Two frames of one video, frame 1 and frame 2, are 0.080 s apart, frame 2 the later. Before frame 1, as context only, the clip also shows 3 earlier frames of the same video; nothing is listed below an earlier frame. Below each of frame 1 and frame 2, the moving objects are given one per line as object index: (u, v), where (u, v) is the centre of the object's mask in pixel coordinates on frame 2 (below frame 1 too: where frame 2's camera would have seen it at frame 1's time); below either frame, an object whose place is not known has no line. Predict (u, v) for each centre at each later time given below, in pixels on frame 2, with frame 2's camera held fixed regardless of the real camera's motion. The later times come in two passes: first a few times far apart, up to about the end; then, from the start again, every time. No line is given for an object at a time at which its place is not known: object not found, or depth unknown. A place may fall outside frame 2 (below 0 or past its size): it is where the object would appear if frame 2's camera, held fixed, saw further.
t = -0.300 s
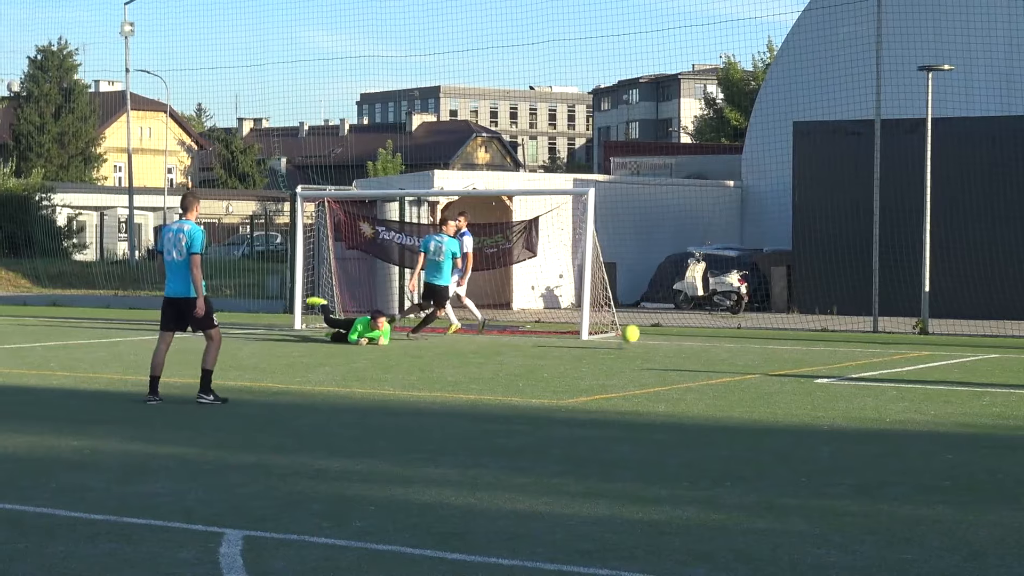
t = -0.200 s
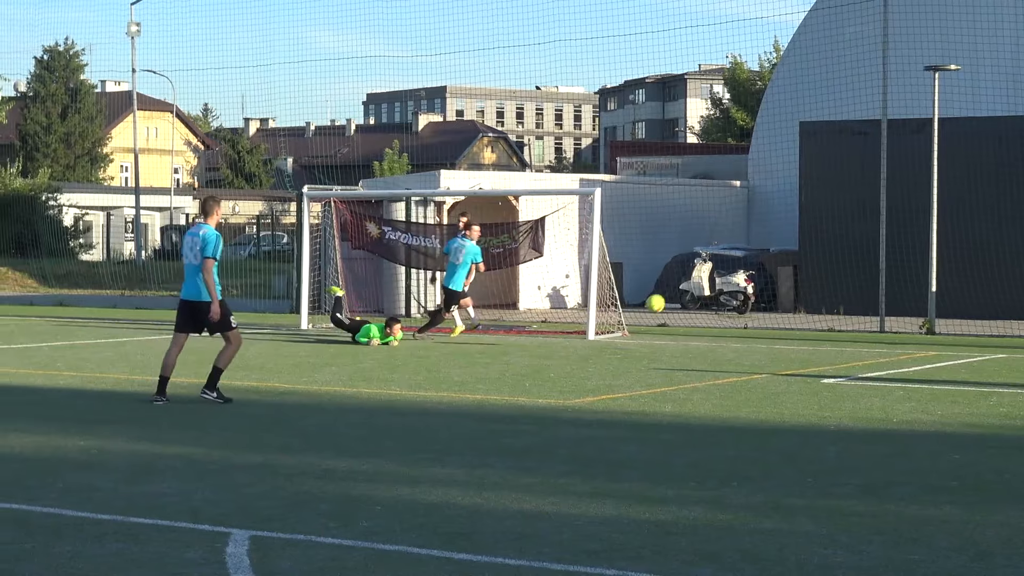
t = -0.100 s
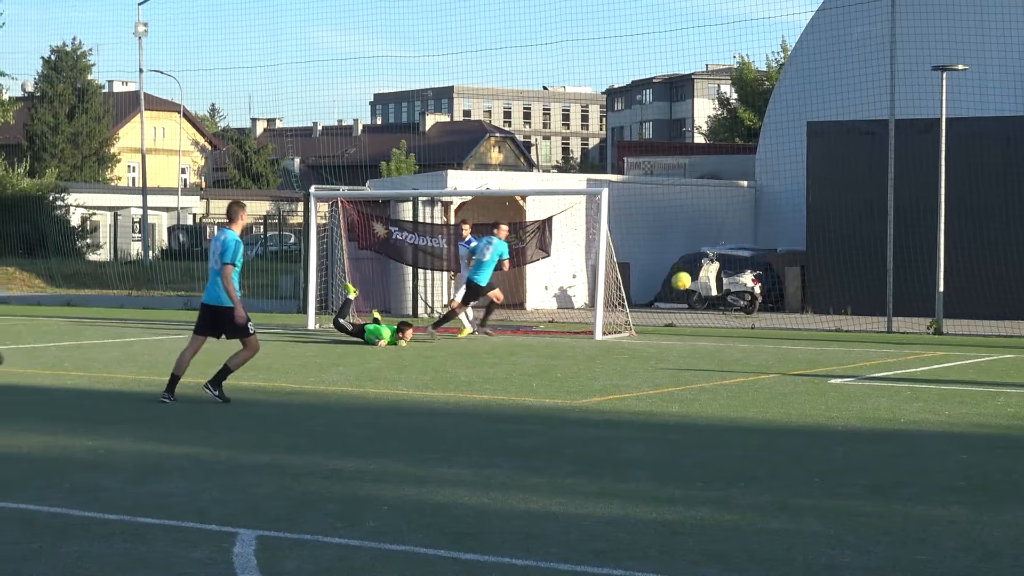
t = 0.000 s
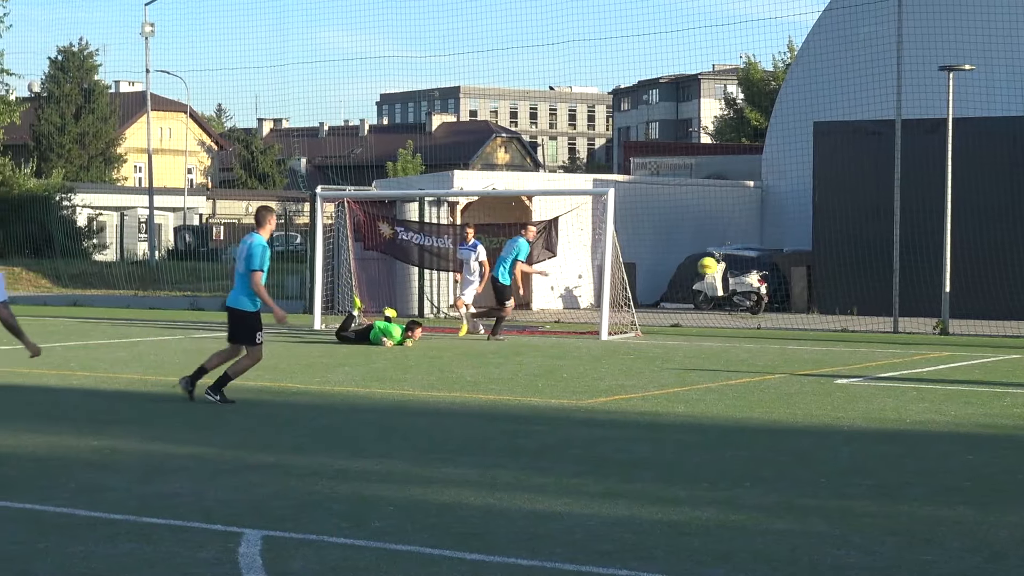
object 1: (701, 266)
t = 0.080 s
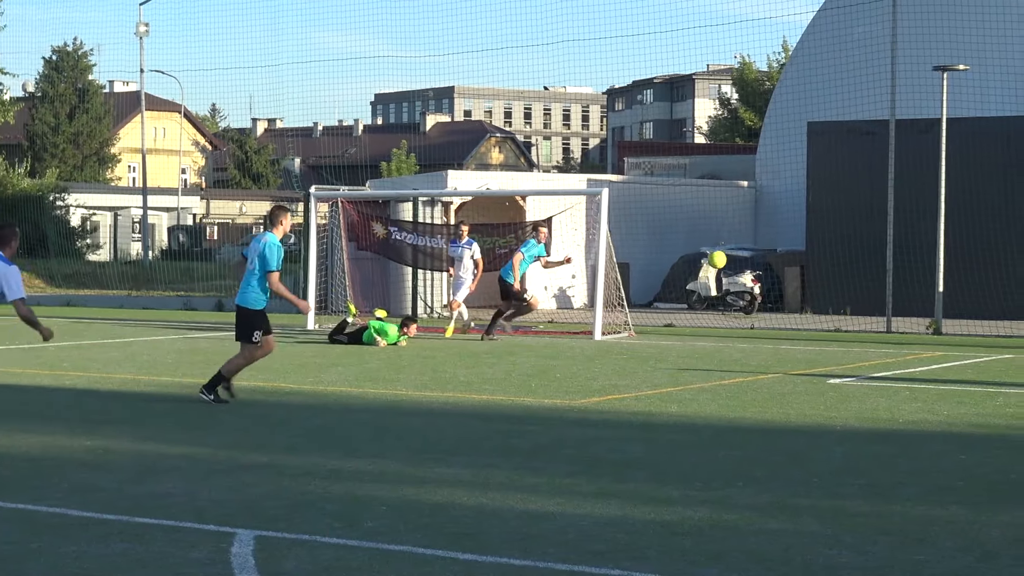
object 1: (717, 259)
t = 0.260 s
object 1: (752, 264)
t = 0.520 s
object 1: (805, 317)
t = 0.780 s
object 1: (872, 323)
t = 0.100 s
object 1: (721, 259)
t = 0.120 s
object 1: (724, 258)
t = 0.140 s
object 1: (728, 258)
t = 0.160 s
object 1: (733, 258)
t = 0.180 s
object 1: (736, 258)
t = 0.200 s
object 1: (741, 259)
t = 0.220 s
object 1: (745, 261)
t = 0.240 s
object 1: (748, 262)
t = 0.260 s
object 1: (752, 264)
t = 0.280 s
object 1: (757, 265)
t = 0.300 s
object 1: (761, 268)
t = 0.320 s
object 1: (765, 271)
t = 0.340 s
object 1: (769, 274)
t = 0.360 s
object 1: (773, 278)
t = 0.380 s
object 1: (777, 282)
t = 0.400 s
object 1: (781, 286)
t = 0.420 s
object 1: (785, 290)
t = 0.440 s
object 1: (789, 295)
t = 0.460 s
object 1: (793, 301)
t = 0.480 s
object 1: (797, 306)
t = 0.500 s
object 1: (801, 312)
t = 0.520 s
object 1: (805, 317)
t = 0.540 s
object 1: (809, 324)
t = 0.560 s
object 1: (814, 331)
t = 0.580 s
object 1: (818, 339)
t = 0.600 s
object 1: (822, 347)
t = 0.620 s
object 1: (825, 352)
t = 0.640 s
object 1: (831, 347)
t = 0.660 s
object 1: (838, 343)
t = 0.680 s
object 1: (843, 338)
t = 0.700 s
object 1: (849, 335)
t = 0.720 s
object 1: (855, 332)
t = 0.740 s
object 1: (860, 328)
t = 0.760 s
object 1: (866, 326)
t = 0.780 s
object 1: (872, 323)
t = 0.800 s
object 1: (878, 321)
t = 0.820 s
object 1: (883, 319)
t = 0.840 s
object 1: (889, 318)
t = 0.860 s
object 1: (895, 317)
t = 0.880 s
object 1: (901, 316)
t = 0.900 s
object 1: (906, 316)
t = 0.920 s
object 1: (912, 316)
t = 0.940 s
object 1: (917, 316)
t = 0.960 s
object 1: (922, 317)
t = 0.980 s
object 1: (928, 318)
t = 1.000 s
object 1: (933, 319)
